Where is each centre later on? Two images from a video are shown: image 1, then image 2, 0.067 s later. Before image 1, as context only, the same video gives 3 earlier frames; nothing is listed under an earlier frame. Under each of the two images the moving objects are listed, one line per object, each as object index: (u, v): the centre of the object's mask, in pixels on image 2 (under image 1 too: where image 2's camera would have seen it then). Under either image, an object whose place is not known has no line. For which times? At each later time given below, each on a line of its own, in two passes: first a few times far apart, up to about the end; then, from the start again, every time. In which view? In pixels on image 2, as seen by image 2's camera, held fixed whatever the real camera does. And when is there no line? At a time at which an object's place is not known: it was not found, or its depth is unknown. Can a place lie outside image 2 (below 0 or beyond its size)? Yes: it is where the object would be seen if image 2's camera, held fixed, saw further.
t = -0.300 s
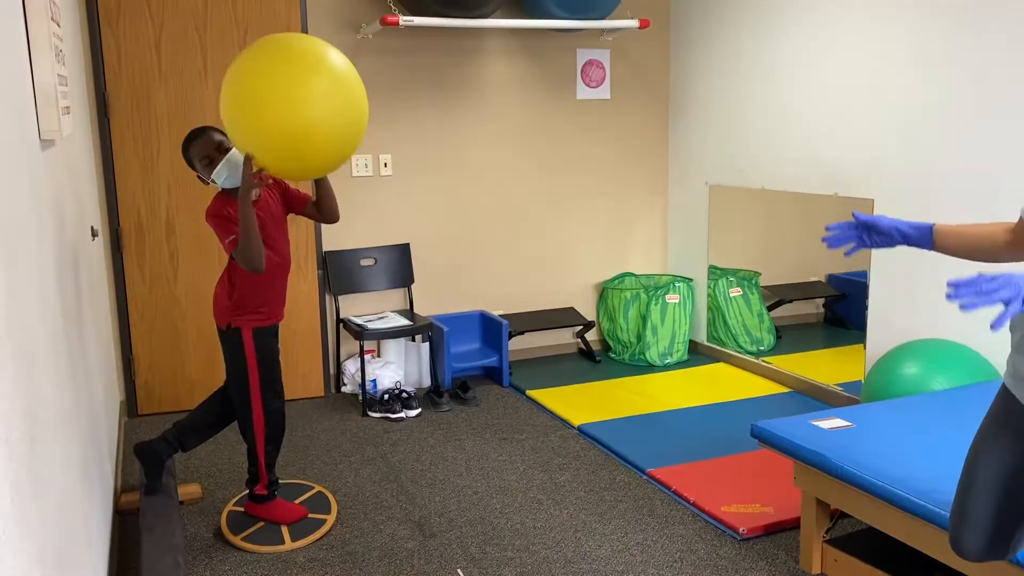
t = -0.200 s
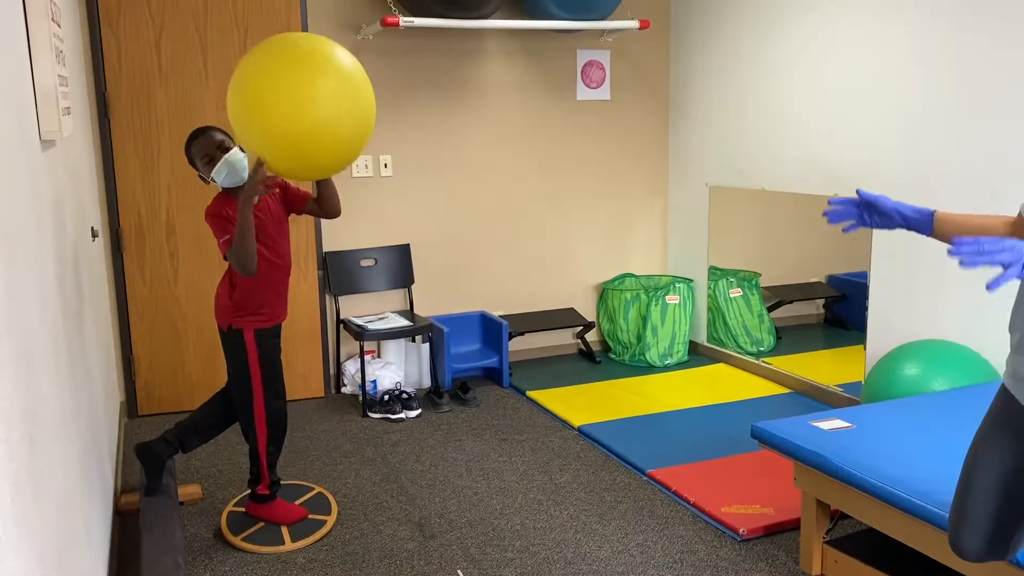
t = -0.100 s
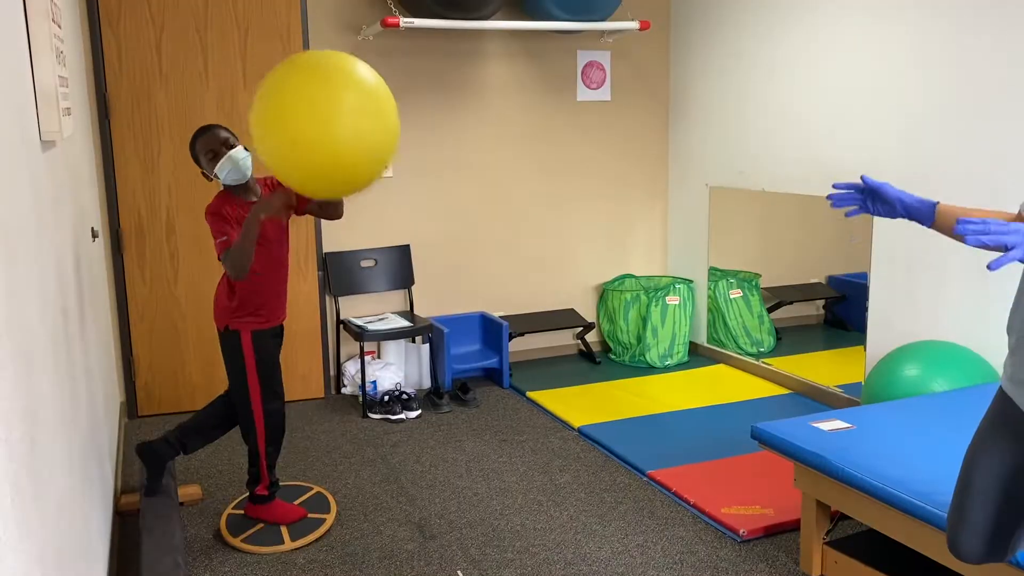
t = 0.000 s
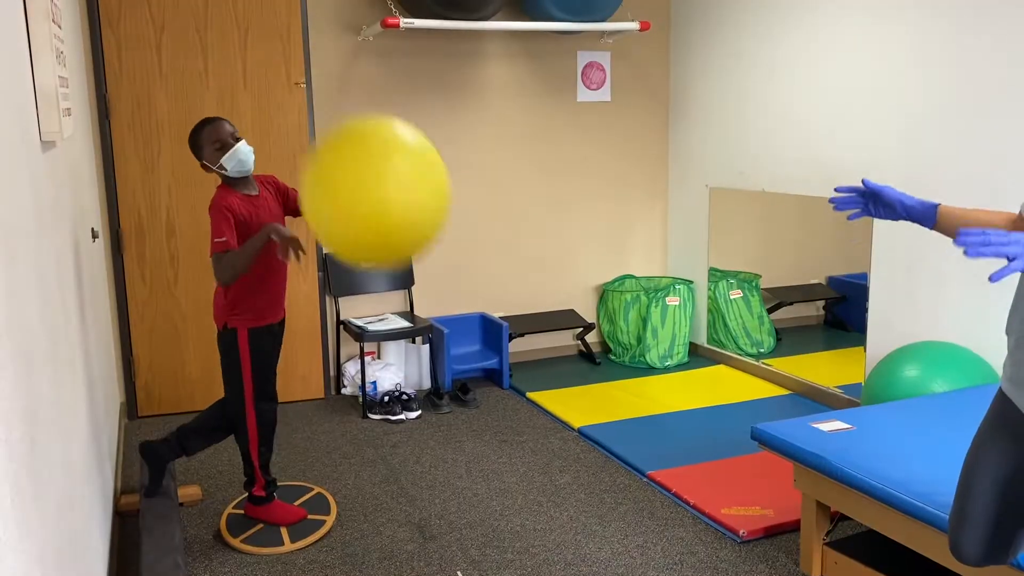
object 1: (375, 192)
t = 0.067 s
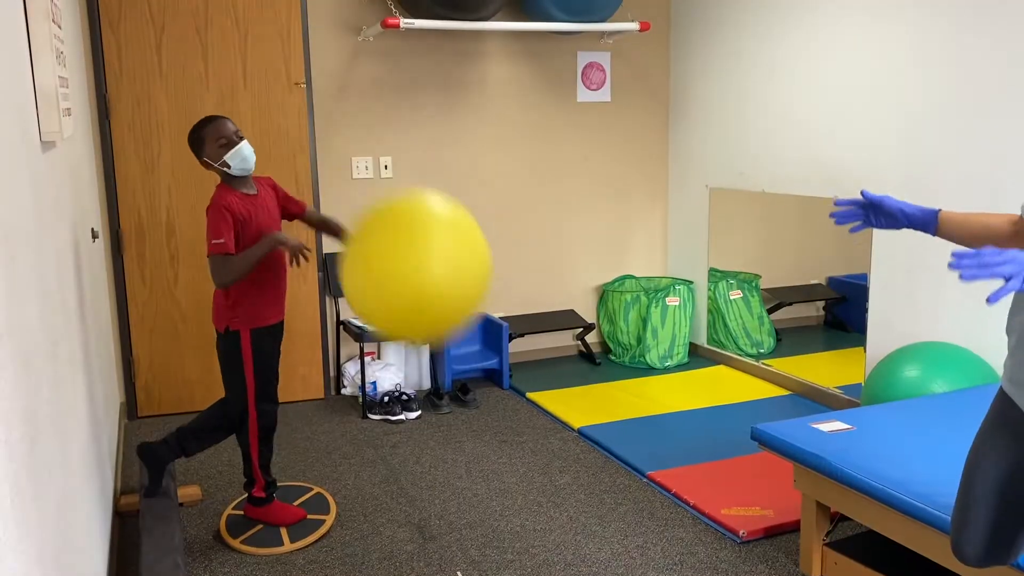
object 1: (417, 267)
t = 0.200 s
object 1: (502, 472)
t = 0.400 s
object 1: (594, 468)
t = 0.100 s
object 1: (439, 313)
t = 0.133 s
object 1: (461, 363)
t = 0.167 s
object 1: (483, 416)
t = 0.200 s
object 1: (502, 472)
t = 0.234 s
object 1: (524, 515)
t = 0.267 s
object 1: (544, 545)
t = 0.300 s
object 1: (558, 540)
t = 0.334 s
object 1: (569, 519)
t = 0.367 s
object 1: (581, 499)
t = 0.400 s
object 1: (594, 468)
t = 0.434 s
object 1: (609, 434)
